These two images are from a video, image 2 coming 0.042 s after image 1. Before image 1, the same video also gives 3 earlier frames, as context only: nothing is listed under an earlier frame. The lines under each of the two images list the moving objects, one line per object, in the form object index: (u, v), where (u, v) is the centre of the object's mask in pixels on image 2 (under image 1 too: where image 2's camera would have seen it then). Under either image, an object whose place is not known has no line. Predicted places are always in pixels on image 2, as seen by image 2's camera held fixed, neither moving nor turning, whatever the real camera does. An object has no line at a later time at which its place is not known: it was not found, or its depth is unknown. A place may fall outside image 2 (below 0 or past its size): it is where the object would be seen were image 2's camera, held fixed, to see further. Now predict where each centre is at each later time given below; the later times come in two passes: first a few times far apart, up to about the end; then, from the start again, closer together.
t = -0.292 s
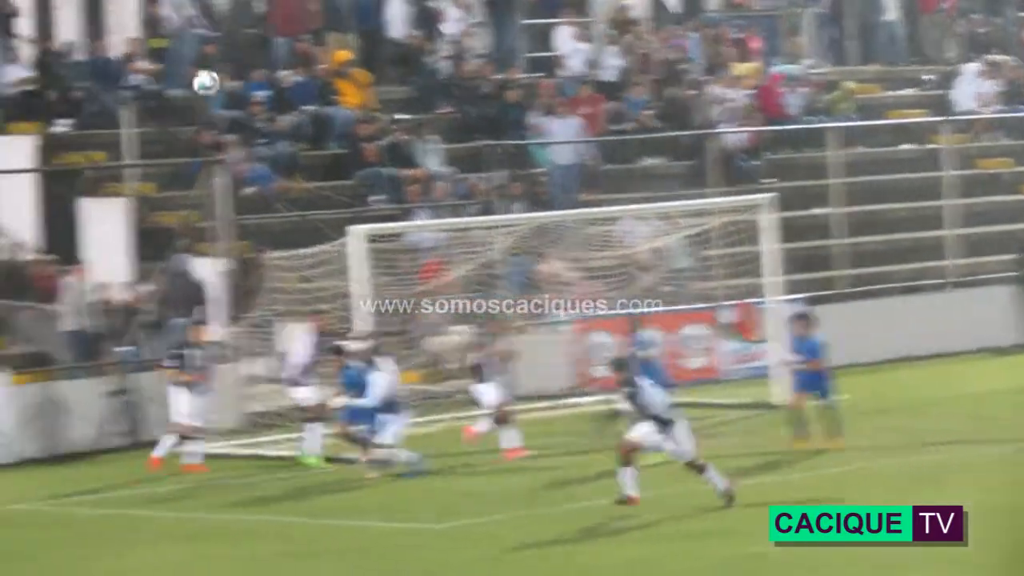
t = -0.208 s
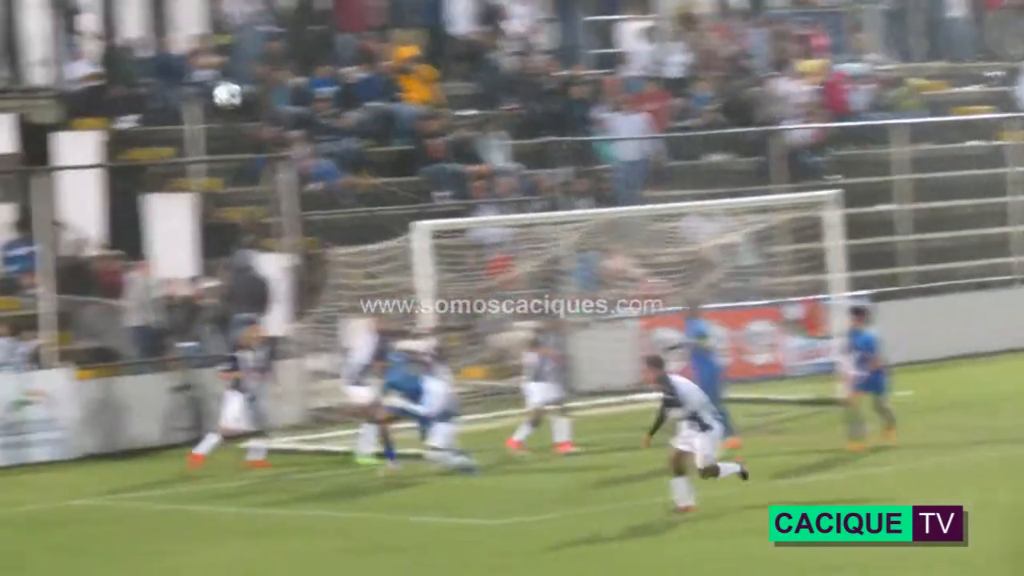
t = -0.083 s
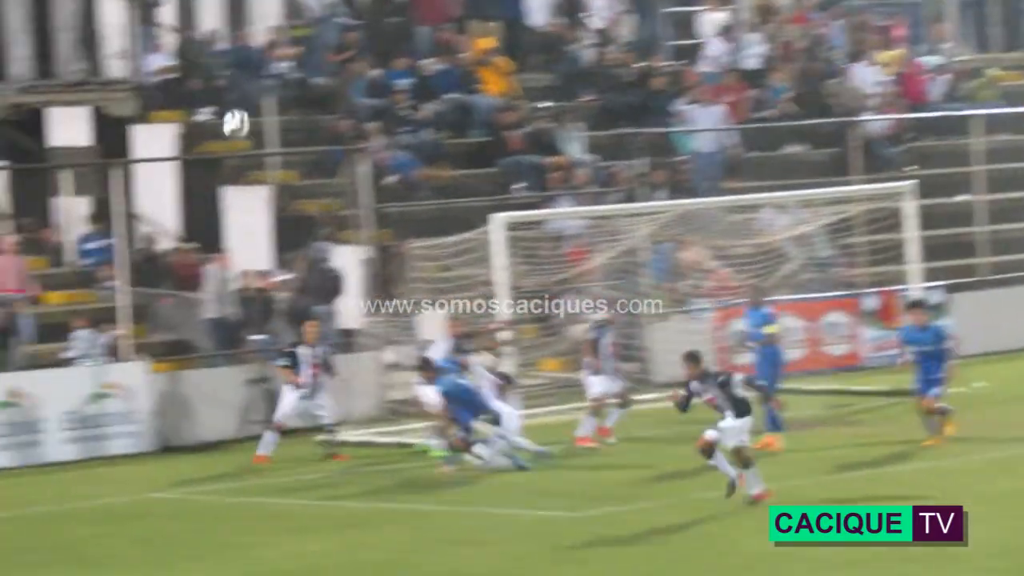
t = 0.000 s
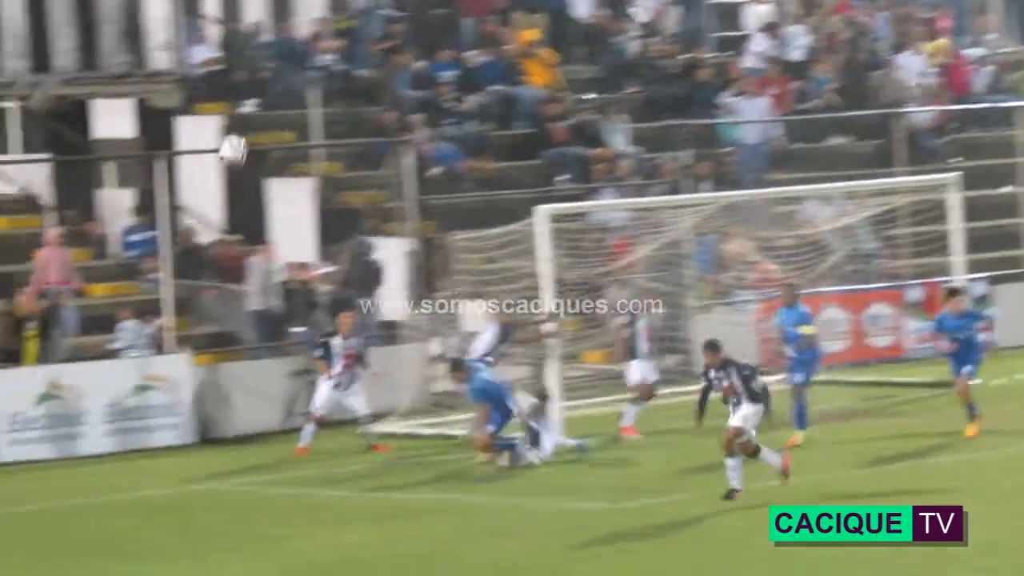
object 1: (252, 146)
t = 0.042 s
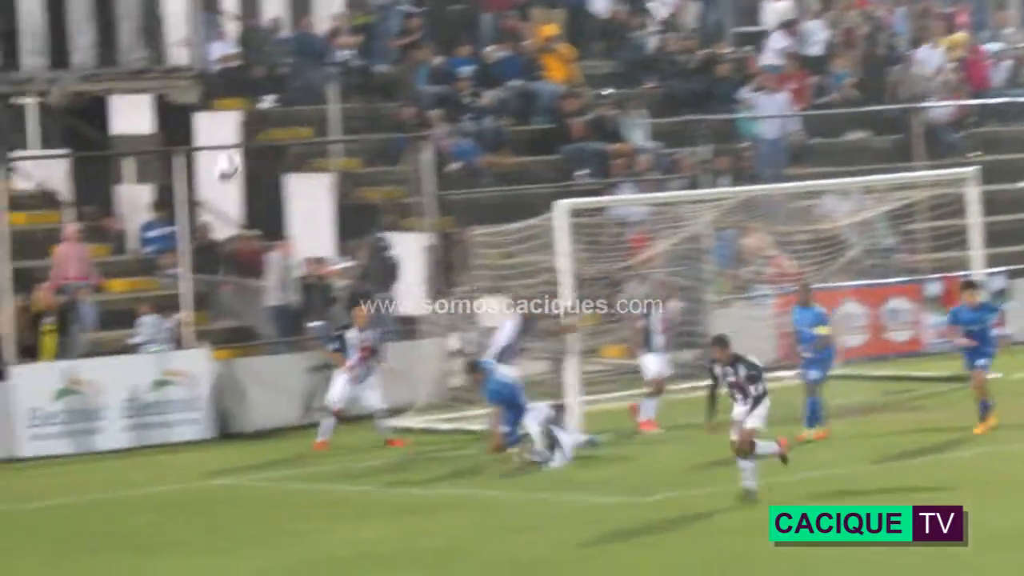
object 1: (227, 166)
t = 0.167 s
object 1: (147, 243)
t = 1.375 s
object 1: (-499, 503)
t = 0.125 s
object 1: (175, 215)
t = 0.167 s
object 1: (147, 243)
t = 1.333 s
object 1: (-478, 486)
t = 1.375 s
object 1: (-499, 503)
